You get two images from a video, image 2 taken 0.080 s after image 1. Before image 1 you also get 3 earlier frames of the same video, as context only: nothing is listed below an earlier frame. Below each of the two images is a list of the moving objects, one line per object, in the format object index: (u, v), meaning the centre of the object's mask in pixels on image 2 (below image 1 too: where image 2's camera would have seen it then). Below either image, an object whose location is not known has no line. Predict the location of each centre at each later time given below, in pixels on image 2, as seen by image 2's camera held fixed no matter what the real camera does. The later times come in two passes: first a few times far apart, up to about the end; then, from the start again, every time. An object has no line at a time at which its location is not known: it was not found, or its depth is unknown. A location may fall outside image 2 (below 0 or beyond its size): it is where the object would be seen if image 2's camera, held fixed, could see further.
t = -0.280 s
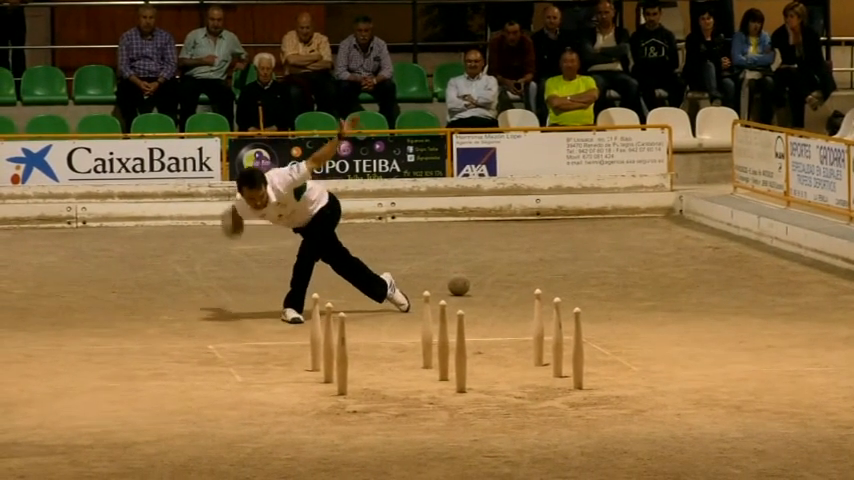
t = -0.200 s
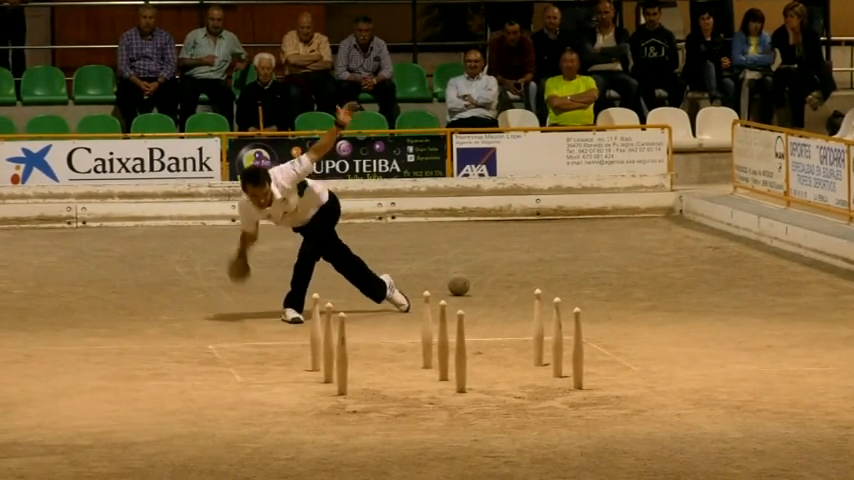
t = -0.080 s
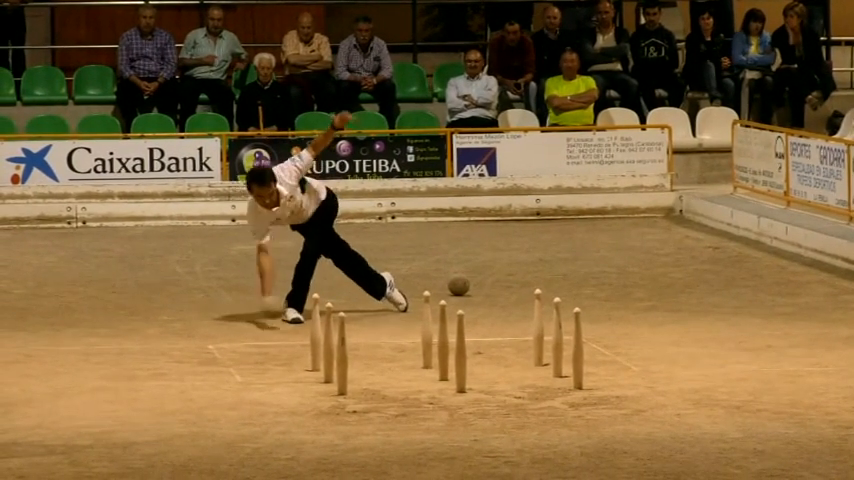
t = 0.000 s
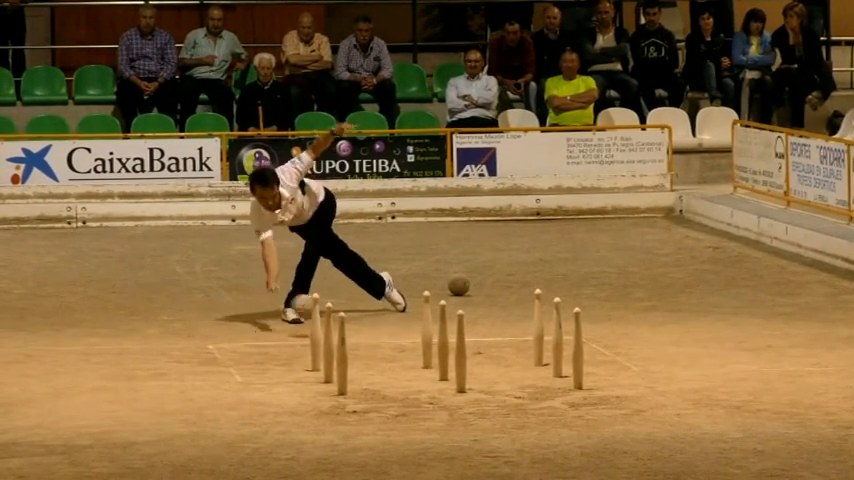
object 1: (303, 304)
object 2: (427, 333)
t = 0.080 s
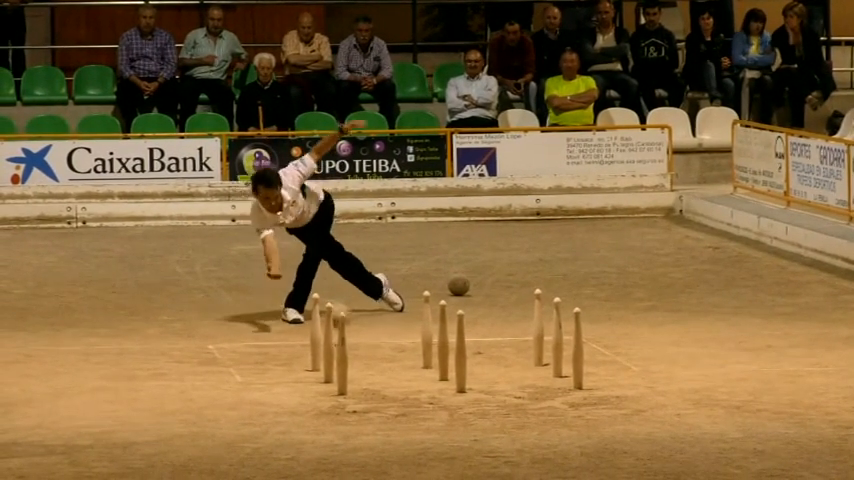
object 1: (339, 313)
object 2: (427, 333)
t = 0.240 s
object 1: (404, 352)
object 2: (427, 333)
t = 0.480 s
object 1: (441, 362)
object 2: (559, 308)
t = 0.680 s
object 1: (444, 376)
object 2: (668, 369)
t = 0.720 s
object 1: (444, 378)
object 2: (681, 368)
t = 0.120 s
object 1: (356, 324)
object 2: (427, 333)
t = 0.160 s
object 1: (371, 335)
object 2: (427, 333)
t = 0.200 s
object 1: (389, 351)
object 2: (427, 333)
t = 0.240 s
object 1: (404, 352)
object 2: (427, 333)
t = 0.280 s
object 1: (416, 351)
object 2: (432, 322)
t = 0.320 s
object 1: (422, 351)
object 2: (472, 326)
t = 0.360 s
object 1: (428, 354)
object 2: (493, 317)
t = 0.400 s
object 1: (431, 356)
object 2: (513, 313)
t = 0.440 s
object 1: (438, 357)
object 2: (536, 306)
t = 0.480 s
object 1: (441, 362)
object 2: (559, 308)
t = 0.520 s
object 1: (443, 369)
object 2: (592, 326)
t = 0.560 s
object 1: (443, 369)
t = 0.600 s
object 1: (443, 371)
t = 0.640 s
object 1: (443, 375)
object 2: (663, 358)
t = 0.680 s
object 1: (444, 376)
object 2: (668, 369)
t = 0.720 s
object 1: (444, 378)
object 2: (681, 368)
